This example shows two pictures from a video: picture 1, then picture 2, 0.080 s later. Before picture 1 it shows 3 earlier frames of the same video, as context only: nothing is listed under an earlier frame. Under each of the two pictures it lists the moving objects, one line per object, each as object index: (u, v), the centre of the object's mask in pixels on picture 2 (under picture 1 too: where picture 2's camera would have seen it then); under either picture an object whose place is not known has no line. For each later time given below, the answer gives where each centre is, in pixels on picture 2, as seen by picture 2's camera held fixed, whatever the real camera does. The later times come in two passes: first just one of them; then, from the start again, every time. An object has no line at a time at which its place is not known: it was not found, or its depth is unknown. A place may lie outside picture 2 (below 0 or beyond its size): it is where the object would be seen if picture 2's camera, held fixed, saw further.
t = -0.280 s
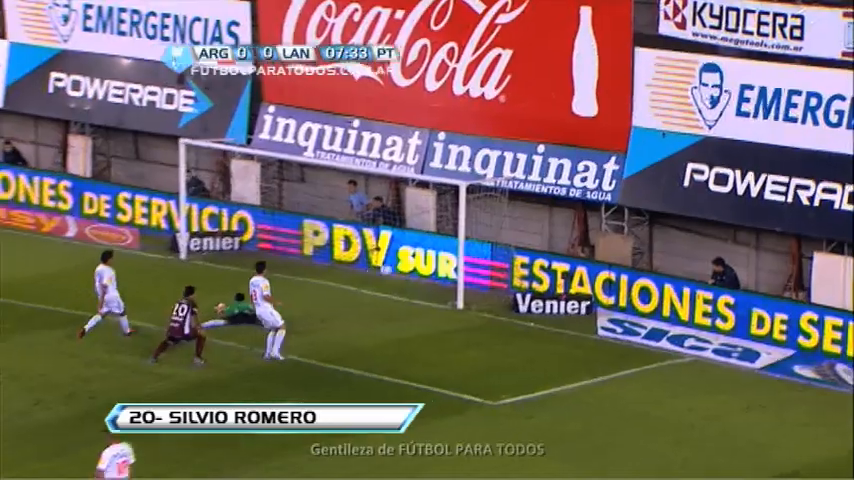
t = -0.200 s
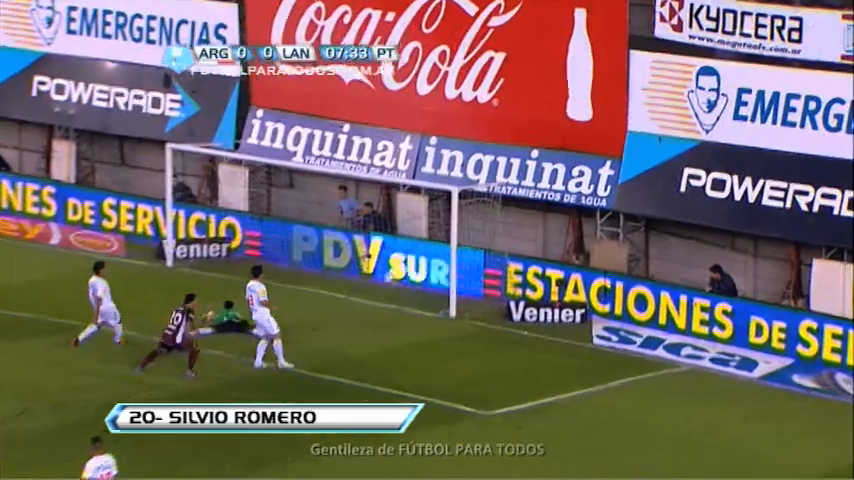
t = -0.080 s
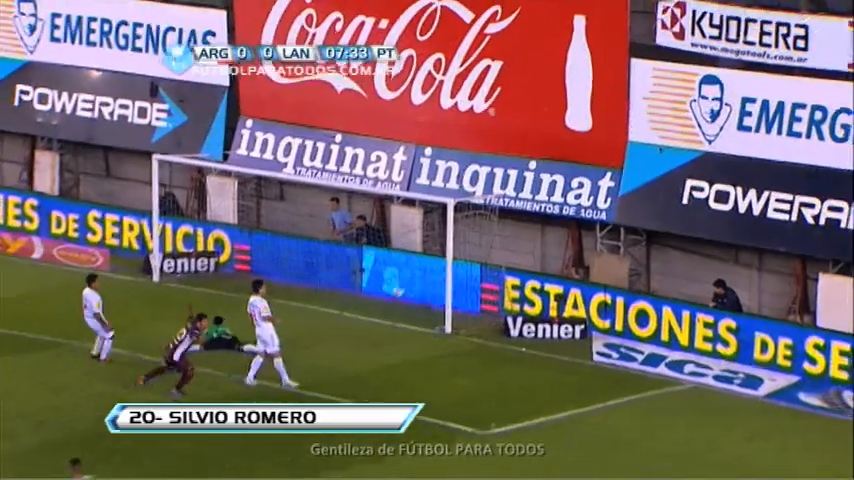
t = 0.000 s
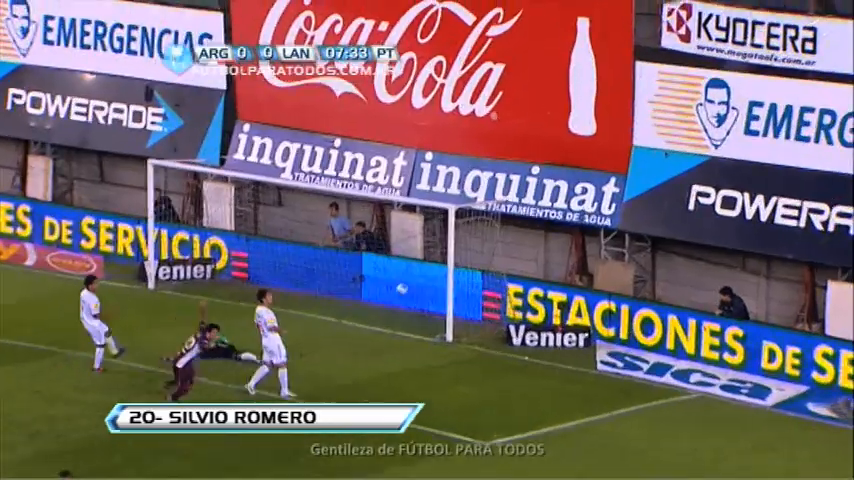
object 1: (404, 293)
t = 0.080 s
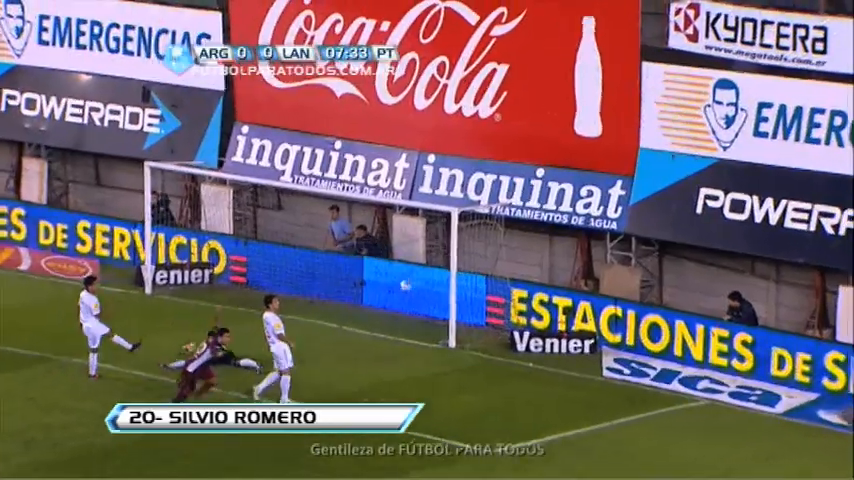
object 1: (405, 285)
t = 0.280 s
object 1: (406, 279)
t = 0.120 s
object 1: (405, 283)
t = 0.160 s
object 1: (406, 280)
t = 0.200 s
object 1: (406, 279)
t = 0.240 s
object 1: (406, 279)
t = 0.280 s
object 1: (406, 279)
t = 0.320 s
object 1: (407, 280)
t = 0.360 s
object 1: (406, 282)
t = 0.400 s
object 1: (407, 285)
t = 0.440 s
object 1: (407, 290)
